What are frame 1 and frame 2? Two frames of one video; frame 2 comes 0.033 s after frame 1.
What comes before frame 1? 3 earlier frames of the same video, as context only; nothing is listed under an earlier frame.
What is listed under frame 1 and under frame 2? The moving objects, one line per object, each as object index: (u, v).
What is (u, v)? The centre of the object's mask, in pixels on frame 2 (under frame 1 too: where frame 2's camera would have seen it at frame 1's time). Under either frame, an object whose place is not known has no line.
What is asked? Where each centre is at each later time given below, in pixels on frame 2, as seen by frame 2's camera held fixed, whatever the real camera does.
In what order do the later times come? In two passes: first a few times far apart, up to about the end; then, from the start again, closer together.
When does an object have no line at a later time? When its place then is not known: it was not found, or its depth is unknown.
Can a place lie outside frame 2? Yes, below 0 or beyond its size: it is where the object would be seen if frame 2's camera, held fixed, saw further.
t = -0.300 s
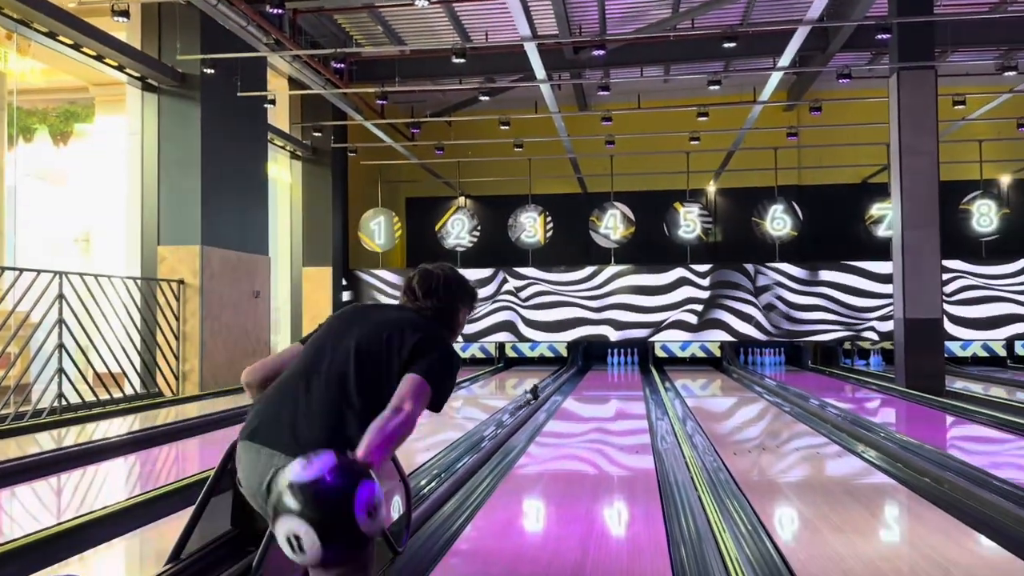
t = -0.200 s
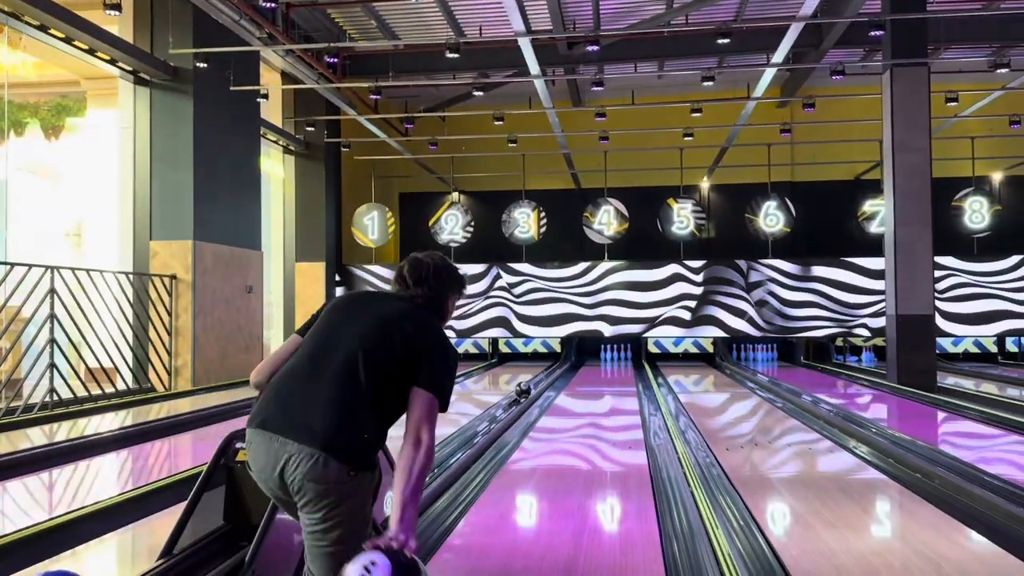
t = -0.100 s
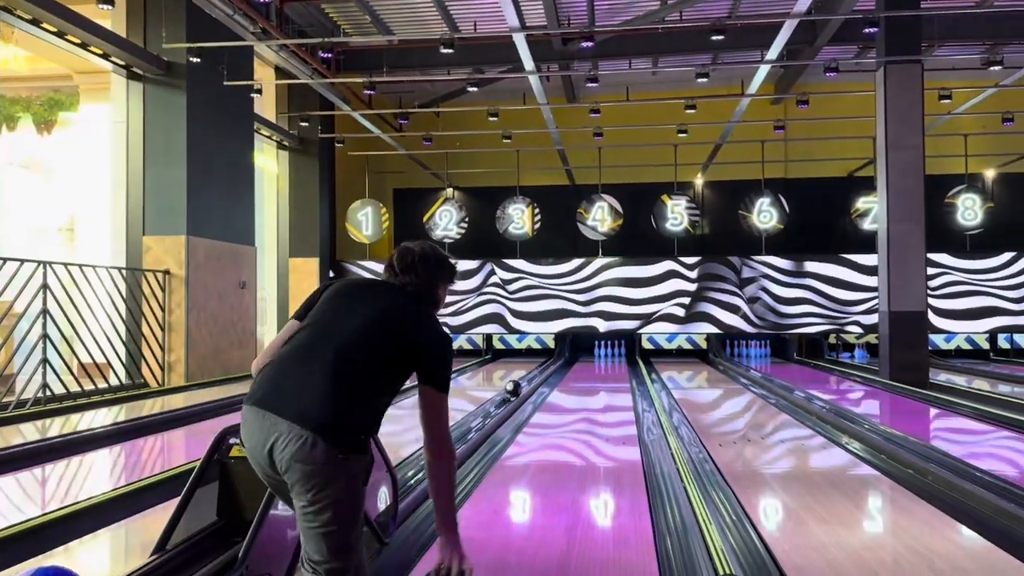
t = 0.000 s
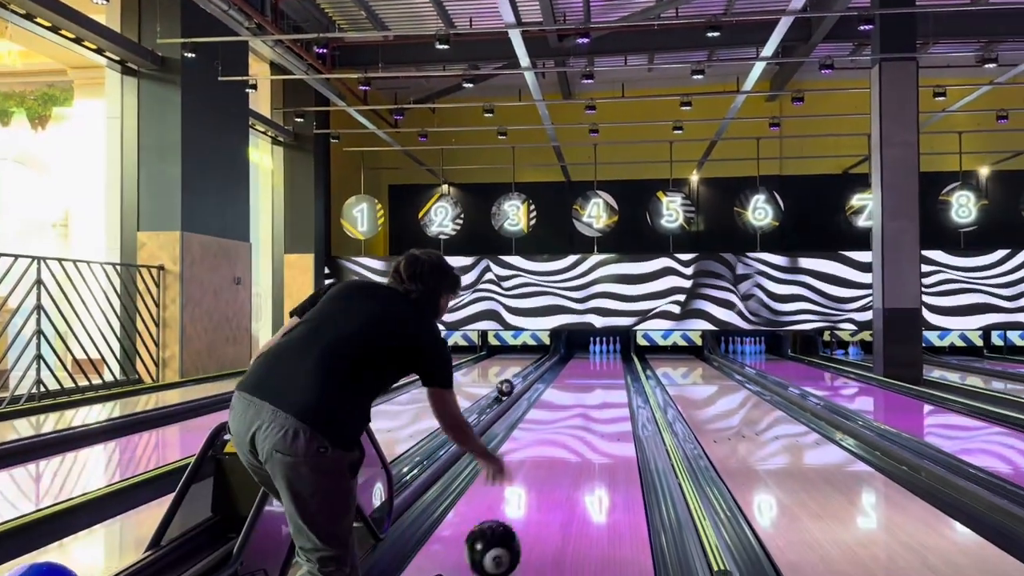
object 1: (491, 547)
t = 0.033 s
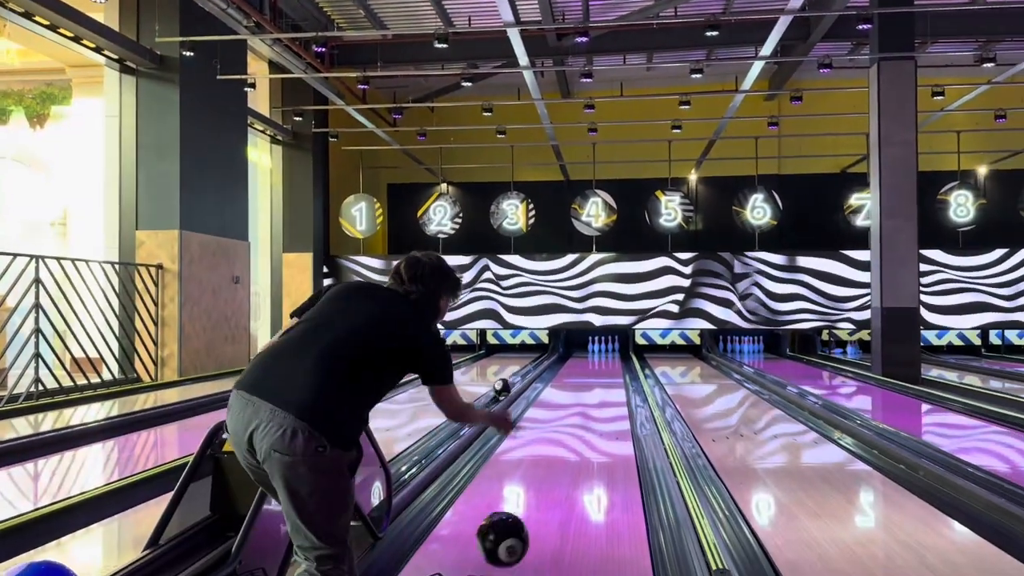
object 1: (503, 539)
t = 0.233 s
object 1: (547, 487)
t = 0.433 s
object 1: (573, 446)
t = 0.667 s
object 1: (589, 418)
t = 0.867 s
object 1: (599, 402)
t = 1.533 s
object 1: (615, 371)
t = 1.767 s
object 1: (617, 366)
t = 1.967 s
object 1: (619, 362)
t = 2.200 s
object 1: (622, 357)
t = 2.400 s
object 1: (623, 355)
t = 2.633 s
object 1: (624, 355)
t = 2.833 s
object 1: (625, 353)
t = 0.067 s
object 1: (513, 534)
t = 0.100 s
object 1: (522, 529)
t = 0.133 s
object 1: (530, 513)
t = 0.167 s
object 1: (536, 503)
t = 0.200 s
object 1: (542, 495)
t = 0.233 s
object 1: (547, 487)
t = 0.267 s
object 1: (553, 478)
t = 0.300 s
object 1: (557, 471)
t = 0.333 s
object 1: (562, 464)
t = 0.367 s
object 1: (566, 458)
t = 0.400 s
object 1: (569, 451)
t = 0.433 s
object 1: (573, 446)
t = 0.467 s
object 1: (575, 441)
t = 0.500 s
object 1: (578, 437)
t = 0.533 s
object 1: (580, 433)
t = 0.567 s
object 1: (583, 429)
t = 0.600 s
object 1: (585, 425)
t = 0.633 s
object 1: (587, 421)
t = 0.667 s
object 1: (589, 418)
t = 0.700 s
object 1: (591, 415)
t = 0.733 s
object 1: (593, 411)
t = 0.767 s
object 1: (595, 409)
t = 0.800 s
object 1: (597, 406)
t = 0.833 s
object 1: (597, 404)
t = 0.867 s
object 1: (599, 402)
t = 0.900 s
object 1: (600, 399)
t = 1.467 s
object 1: (613, 374)
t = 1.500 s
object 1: (614, 373)
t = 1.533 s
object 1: (615, 371)
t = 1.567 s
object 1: (615, 371)
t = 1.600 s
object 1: (615, 370)
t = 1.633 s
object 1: (616, 370)
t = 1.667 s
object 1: (616, 368)
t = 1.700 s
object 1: (616, 368)
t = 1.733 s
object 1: (617, 367)
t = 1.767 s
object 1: (617, 366)
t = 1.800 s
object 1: (618, 365)
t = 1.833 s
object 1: (618, 365)
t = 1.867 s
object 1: (618, 364)
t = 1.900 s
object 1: (619, 363)
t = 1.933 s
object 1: (618, 362)
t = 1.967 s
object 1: (619, 362)
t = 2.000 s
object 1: (619, 361)
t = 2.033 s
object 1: (620, 361)
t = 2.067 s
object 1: (620, 359)
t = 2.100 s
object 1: (621, 359)
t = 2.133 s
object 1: (621, 359)
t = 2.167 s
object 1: (621, 358)
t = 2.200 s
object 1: (622, 357)
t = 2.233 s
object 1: (620, 357)
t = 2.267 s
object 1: (622, 357)
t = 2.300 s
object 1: (622, 357)
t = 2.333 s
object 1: (623, 355)
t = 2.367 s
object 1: (624, 356)
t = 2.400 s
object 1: (623, 355)
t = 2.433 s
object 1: (624, 355)
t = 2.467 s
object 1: (624, 356)
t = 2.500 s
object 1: (625, 356)
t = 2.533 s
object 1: (625, 356)
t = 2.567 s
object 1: (625, 356)
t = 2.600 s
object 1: (625, 355)
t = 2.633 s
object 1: (624, 355)
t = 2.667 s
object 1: (626, 356)
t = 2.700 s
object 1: (626, 356)
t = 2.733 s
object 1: (625, 354)
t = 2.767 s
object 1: (625, 354)
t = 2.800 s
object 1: (624, 354)
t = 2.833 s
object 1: (625, 353)
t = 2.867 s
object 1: (625, 353)
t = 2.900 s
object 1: (625, 353)
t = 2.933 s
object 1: (624, 352)
